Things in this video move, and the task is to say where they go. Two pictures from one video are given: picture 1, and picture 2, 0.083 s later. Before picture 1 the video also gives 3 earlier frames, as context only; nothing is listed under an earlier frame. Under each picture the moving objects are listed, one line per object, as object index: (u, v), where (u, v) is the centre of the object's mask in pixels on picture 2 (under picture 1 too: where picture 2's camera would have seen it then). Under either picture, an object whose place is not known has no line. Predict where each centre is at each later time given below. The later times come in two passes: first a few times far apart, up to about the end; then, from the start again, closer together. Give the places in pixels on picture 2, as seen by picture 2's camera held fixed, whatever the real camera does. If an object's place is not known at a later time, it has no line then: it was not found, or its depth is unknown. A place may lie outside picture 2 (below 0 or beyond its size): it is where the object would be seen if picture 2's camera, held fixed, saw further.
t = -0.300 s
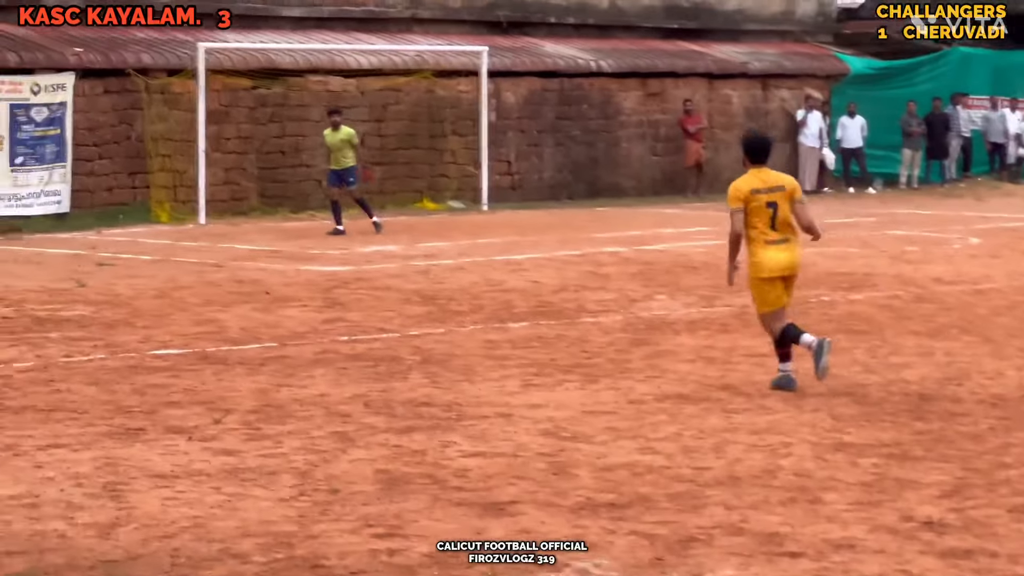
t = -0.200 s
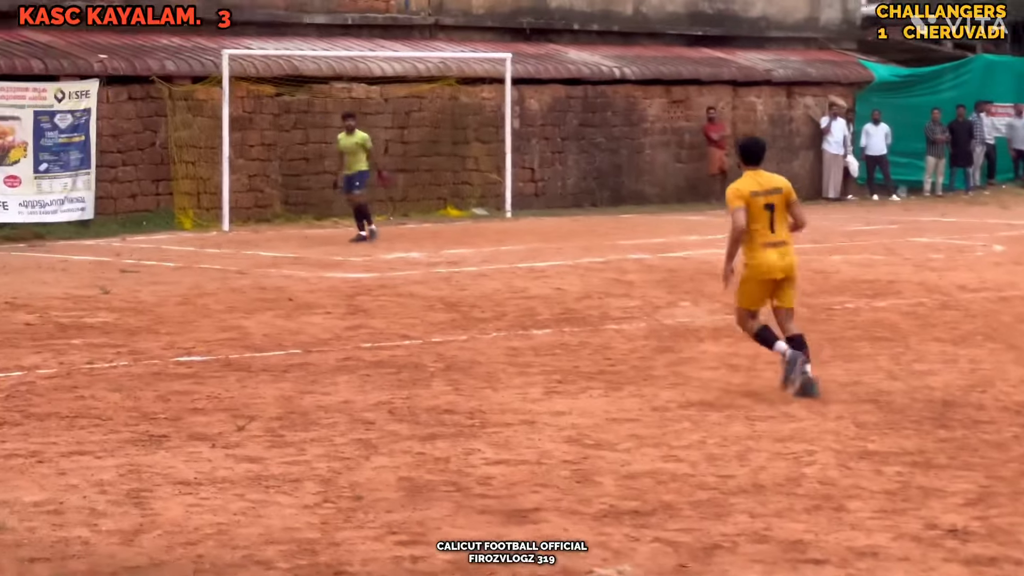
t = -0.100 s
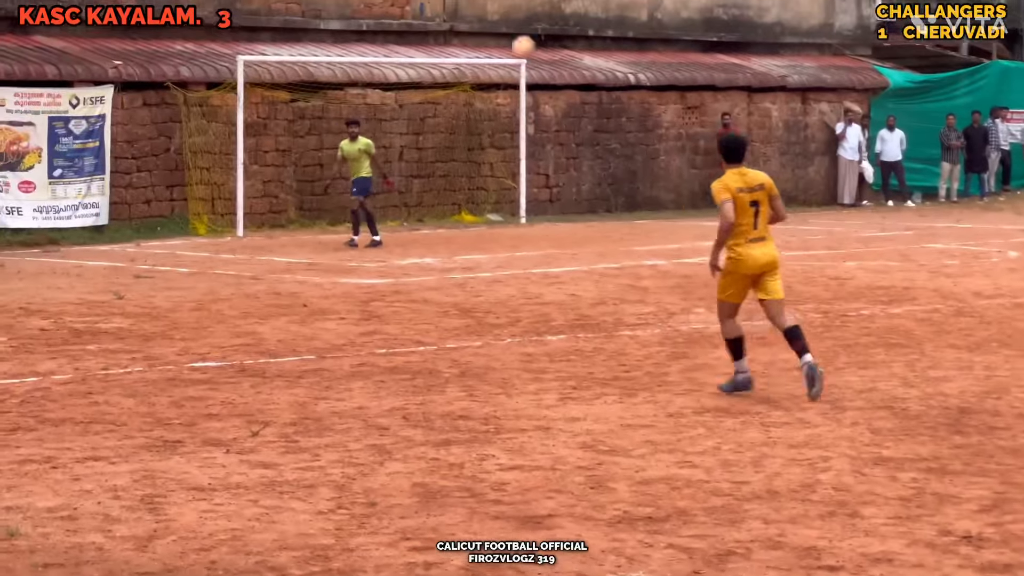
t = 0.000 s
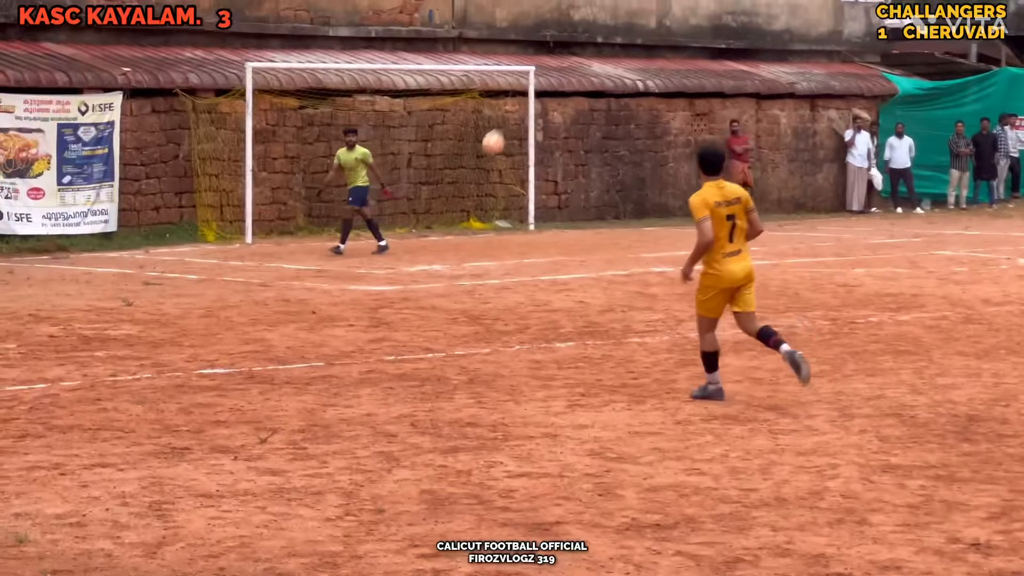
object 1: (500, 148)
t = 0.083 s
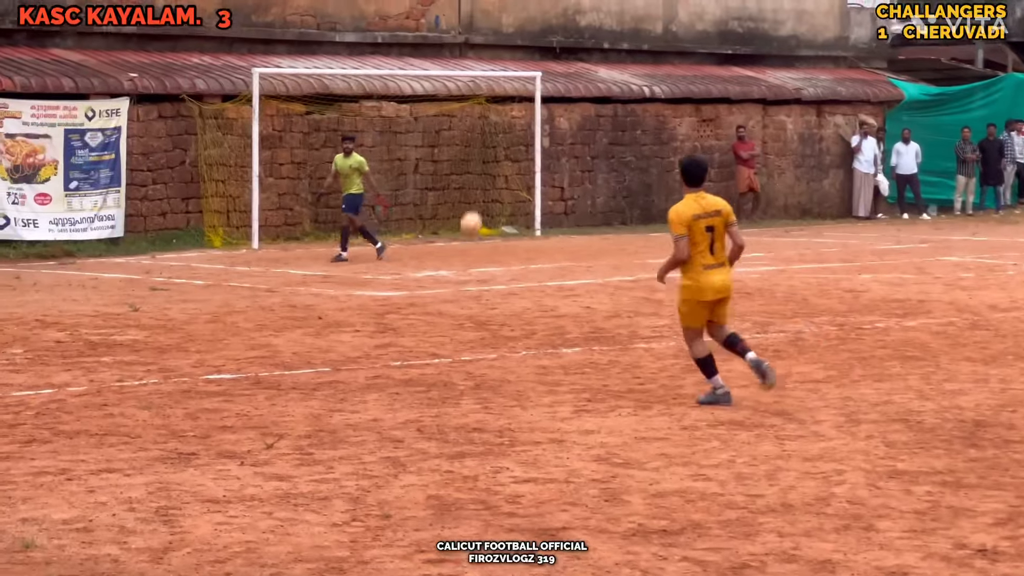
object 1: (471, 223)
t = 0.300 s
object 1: (421, 184)
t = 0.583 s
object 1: (370, 47)
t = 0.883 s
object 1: (320, -8)
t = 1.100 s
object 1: (287, 3)
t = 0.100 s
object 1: (466, 237)
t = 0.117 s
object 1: (461, 251)
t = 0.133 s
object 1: (456, 265)
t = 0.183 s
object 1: (444, 267)
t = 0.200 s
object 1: (440, 253)
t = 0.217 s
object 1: (437, 240)
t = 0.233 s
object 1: (434, 228)
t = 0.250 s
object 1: (430, 217)
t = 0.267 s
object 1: (427, 206)
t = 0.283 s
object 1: (424, 195)
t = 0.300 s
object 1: (421, 184)
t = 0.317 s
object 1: (418, 175)
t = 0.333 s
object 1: (415, 164)
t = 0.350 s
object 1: (412, 154)
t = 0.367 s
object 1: (409, 142)
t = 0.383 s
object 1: (406, 135)
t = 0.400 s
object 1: (403, 125)
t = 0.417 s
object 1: (399, 118)
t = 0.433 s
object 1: (397, 109)
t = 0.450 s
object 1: (394, 100)
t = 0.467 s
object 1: (391, 93)
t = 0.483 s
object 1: (387, 85)
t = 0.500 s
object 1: (384, 80)
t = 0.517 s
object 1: (382, 72)
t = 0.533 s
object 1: (379, 65)
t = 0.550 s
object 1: (376, 59)
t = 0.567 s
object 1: (373, 53)
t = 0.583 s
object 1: (370, 47)
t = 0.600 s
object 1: (367, 43)
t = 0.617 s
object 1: (364, 38)
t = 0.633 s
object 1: (361, 32)
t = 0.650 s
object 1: (358, 28)
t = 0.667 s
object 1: (355, 24)
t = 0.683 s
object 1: (352, 20)
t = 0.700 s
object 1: (350, 15)
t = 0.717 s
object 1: (347, 13)
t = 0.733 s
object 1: (345, 9)
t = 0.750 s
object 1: (342, 5)
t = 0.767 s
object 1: (339, 2)
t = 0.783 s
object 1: (336, 1)
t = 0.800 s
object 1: (333, -1)
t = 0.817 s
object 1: (330, -3)
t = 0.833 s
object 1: (328, -4)
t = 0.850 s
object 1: (326, -5)
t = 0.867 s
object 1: (323, -7)
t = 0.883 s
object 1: (320, -8)
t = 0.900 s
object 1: (318, -9)
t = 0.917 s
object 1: (314, -8)
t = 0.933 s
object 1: (312, -9)
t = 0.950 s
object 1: (309, -8)
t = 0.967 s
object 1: (307, -8)
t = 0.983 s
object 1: (305, -8)
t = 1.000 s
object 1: (302, -8)
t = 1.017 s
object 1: (300, -7)
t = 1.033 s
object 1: (297, -5)
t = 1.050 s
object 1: (294, -4)
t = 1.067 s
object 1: (292, -2)
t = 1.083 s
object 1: (289, 0)
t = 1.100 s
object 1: (287, 3)
